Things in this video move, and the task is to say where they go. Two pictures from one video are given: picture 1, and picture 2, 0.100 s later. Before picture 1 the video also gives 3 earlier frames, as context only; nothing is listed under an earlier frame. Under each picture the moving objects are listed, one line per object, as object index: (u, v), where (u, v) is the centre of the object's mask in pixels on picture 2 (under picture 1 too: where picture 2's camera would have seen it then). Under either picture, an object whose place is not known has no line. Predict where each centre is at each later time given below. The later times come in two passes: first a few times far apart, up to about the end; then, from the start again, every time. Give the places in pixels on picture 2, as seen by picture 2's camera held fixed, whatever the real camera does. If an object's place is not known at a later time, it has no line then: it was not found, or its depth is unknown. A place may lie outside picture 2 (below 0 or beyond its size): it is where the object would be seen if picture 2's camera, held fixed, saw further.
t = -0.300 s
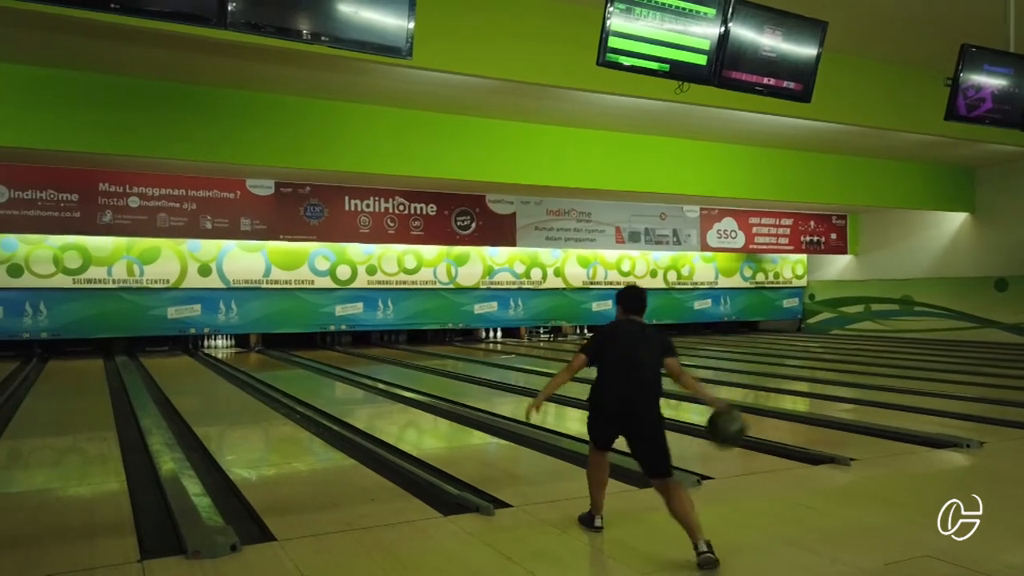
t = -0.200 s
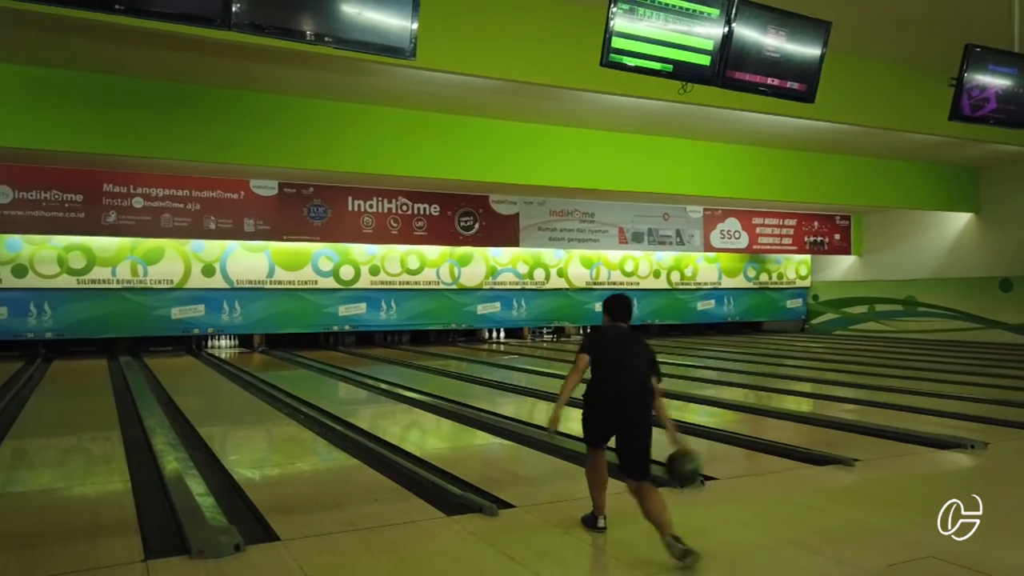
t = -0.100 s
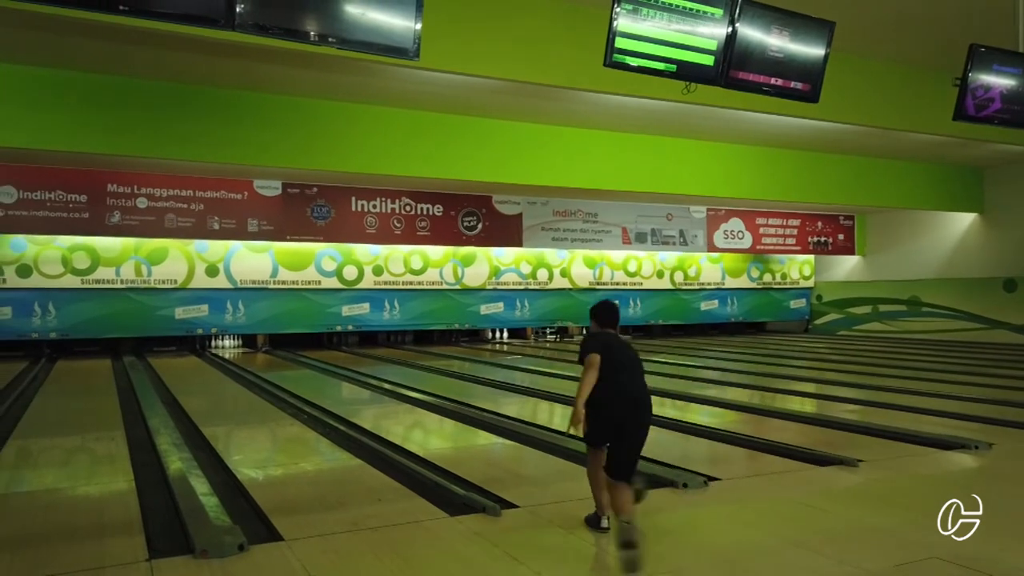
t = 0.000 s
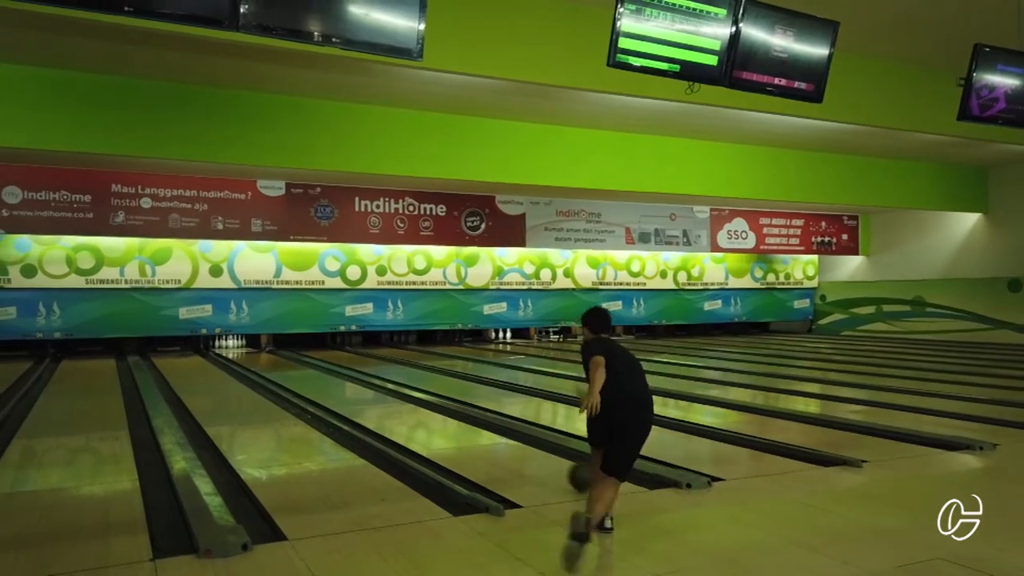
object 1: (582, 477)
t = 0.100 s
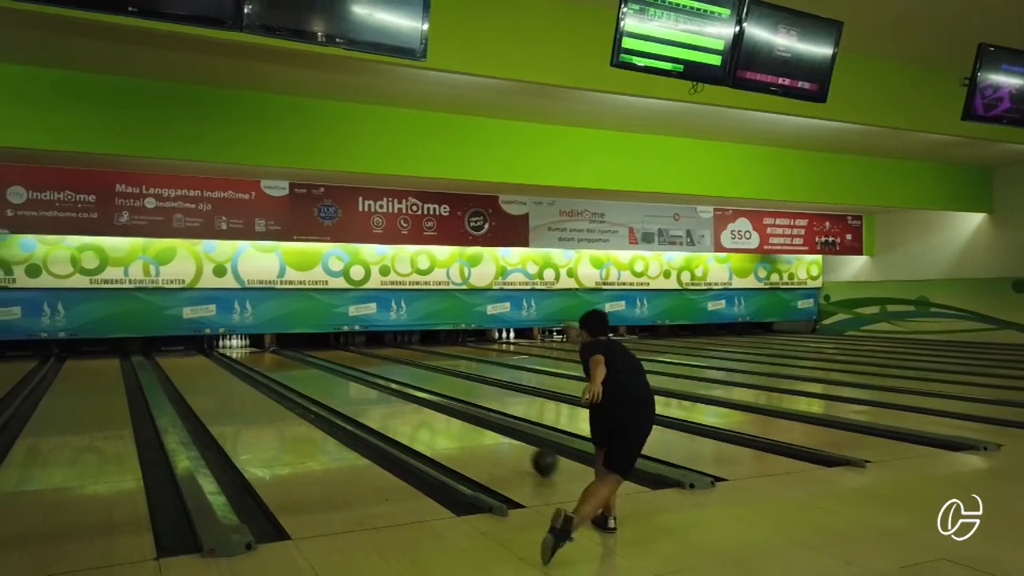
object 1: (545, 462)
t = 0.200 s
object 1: (510, 448)
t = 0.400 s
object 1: (456, 428)
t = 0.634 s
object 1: (410, 410)
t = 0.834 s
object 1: (380, 397)
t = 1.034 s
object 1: (355, 388)
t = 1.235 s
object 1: (334, 381)
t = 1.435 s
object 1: (317, 374)
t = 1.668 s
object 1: (300, 368)
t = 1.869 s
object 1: (286, 363)
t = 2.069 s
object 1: (276, 360)
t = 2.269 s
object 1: (266, 356)
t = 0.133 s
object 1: (532, 458)
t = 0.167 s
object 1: (521, 452)
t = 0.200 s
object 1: (510, 448)
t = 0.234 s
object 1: (500, 444)
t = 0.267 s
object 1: (491, 440)
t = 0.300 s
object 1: (481, 437)
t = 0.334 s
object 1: (472, 434)
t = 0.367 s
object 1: (464, 431)
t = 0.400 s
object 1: (456, 428)
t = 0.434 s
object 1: (449, 425)
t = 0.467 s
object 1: (442, 422)
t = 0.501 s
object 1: (435, 419)
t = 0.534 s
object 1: (428, 417)
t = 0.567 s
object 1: (422, 415)
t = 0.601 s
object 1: (416, 412)
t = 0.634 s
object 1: (410, 410)
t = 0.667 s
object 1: (404, 408)
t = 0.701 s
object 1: (399, 406)
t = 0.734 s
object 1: (394, 404)
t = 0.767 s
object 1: (389, 401)
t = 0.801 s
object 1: (384, 399)
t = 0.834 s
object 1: (380, 397)
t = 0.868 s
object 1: (375, 396)
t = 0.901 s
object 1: (371, 394)
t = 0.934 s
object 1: (367, 393)
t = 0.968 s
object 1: (362, 391)
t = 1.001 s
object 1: (359, 390)
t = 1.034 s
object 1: (355, 388)
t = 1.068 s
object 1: (351, 387)
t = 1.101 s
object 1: (348, 386)
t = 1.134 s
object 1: (344, 384)
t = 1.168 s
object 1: (341, 383)
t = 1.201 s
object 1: (337, 382)
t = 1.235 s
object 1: (334, 381)
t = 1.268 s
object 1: (331, 380)
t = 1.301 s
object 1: (328, 379)
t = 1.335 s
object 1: (325, 377)
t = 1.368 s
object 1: (322, 377)
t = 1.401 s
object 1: (319, 376)
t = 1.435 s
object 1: (317, 374)
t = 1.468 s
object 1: (314, 373)
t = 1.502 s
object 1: (311, 372)
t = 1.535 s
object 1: (309, 372)
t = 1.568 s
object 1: (306, 371)
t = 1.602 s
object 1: (304, 370)
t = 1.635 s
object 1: (302, 369)
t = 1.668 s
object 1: (300, 368)
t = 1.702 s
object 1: (297, 367)
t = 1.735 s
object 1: (295, 367)
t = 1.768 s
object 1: (293, 366)
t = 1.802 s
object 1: (291, 365)
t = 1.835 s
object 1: (288, 365)
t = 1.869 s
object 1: (286, 363)
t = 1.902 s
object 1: (284, 363)
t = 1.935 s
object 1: (283, 363)
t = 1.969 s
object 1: (281, 362)
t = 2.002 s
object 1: (279, 361)
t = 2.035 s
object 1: (277, 360)
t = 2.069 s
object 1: (276, 360)
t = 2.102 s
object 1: (274, 359)
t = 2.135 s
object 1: (272, 359)
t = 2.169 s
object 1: (270, 357)
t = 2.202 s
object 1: (269, 357)
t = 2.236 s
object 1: (267, 356)
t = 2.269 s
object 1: (266, 356)
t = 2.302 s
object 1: (264, 355)
